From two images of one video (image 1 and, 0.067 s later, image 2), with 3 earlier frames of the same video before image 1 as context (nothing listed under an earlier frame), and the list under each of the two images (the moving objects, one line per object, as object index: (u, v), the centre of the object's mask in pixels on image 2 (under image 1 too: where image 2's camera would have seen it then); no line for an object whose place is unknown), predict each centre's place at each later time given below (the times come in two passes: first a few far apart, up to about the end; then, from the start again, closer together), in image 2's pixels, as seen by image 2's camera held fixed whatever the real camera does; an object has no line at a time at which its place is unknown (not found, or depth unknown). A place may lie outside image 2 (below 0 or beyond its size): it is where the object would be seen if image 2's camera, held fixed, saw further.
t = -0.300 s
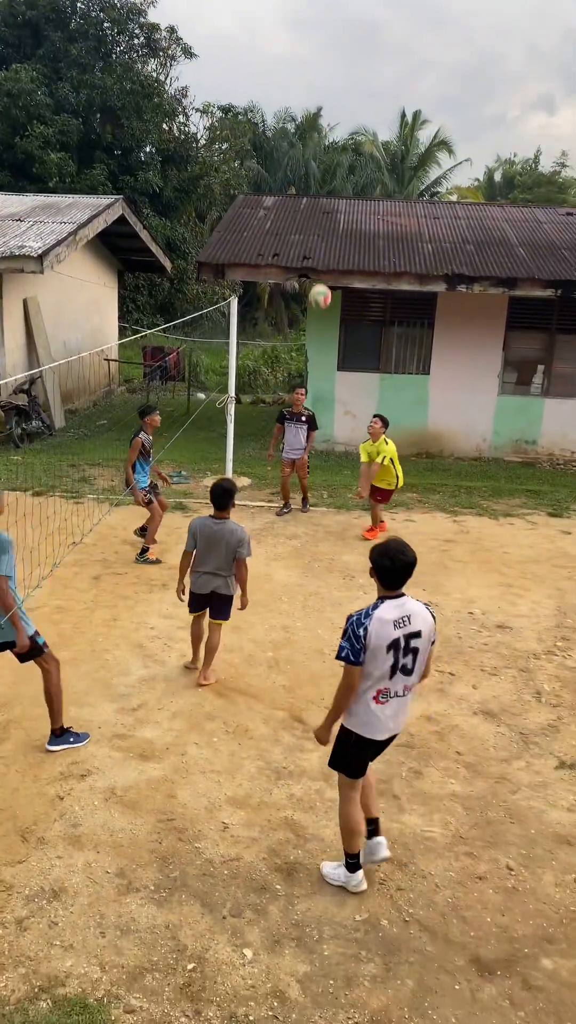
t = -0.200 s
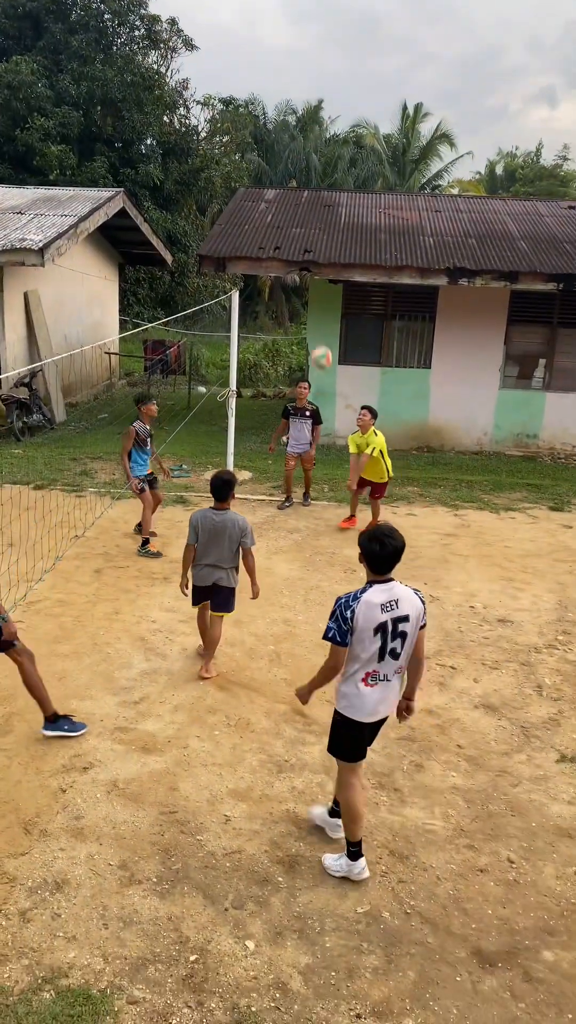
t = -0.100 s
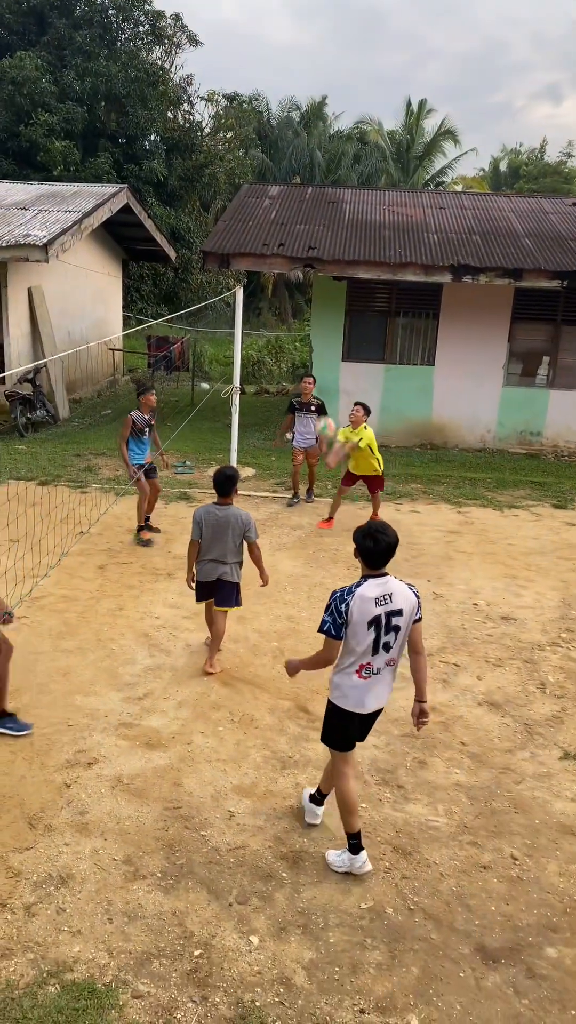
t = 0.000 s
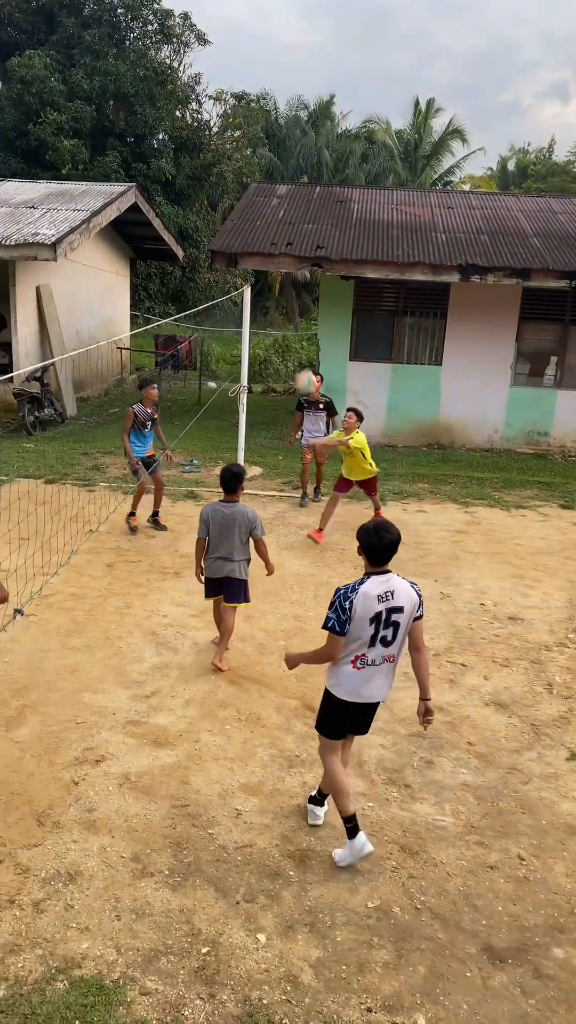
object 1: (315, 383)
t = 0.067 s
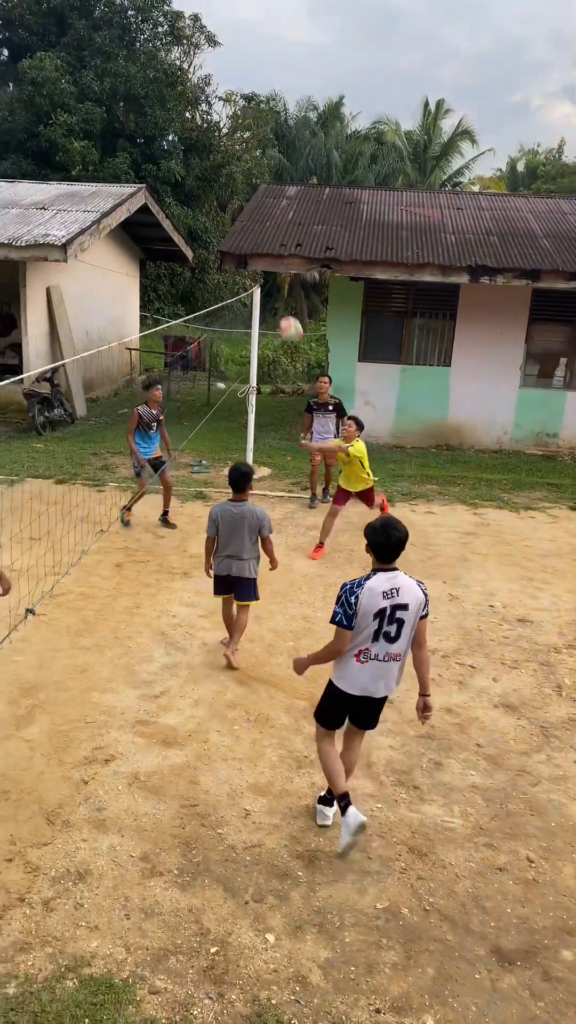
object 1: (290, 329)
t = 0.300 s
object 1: (193, 158)
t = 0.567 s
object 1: (57, 16)
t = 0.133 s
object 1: (265, 277)
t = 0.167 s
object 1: (251, 254)
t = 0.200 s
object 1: (237, 228)
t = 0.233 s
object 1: (222, 204)
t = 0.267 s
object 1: (208, 180)
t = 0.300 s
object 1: (193, 158)
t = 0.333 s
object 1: (177, 137)
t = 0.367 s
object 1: (162, 116)
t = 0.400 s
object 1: (145, 97)
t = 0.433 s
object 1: (128, 78)
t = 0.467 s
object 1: (112, 61)
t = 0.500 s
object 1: (93, 44)
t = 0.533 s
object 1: (75, 29)
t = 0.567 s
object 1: (57, 16)
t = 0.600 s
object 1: (37, 3)
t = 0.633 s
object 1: (17, -8)
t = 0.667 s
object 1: (-2, -17)
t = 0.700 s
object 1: (-23, -24)
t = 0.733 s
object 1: (-46, -32)
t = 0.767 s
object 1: (-68, -36)
